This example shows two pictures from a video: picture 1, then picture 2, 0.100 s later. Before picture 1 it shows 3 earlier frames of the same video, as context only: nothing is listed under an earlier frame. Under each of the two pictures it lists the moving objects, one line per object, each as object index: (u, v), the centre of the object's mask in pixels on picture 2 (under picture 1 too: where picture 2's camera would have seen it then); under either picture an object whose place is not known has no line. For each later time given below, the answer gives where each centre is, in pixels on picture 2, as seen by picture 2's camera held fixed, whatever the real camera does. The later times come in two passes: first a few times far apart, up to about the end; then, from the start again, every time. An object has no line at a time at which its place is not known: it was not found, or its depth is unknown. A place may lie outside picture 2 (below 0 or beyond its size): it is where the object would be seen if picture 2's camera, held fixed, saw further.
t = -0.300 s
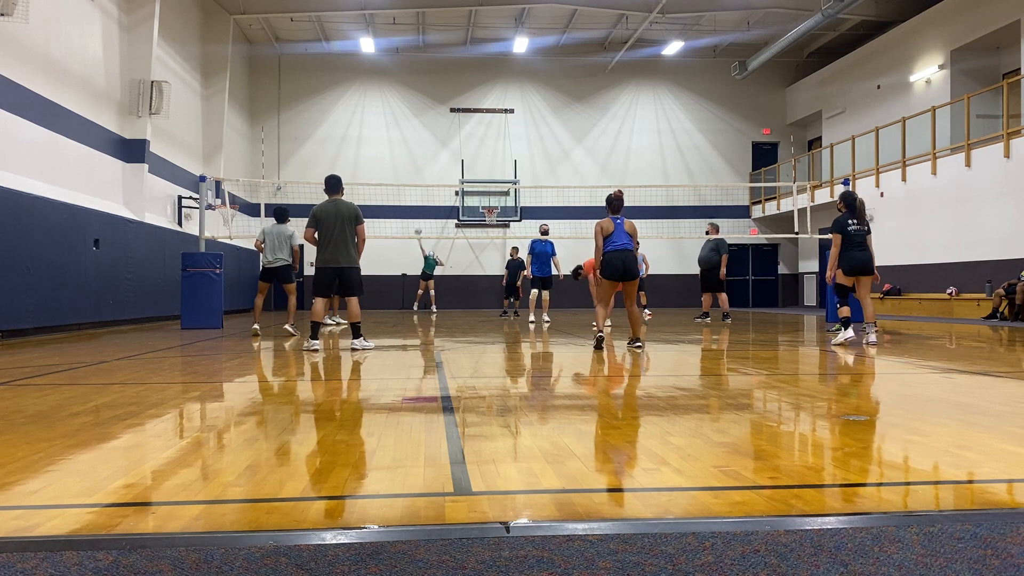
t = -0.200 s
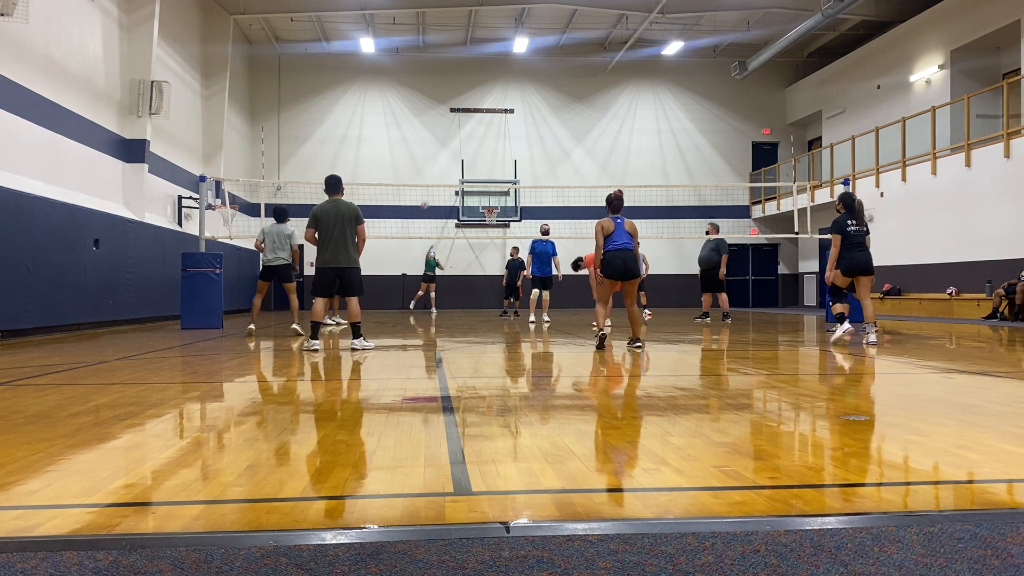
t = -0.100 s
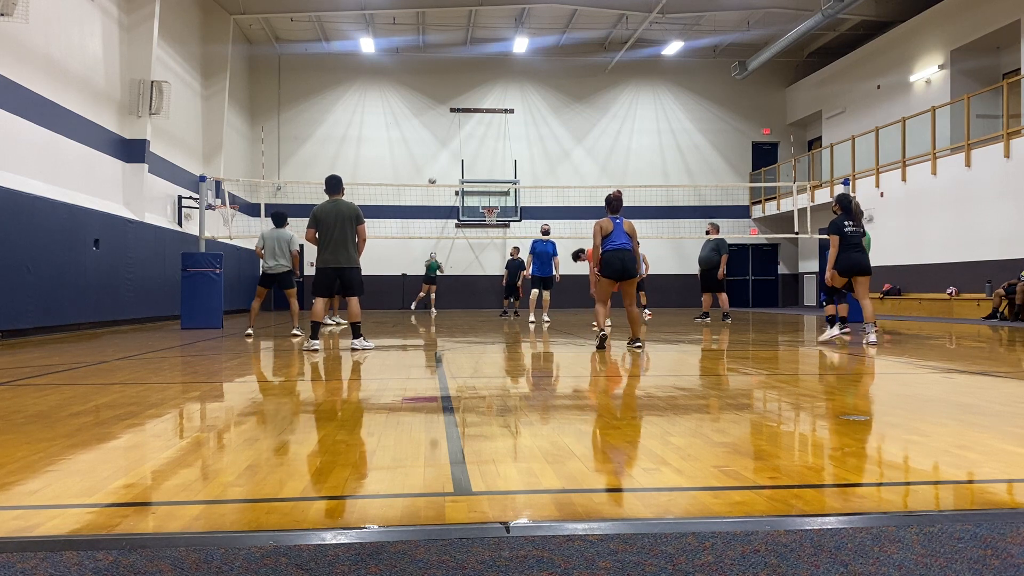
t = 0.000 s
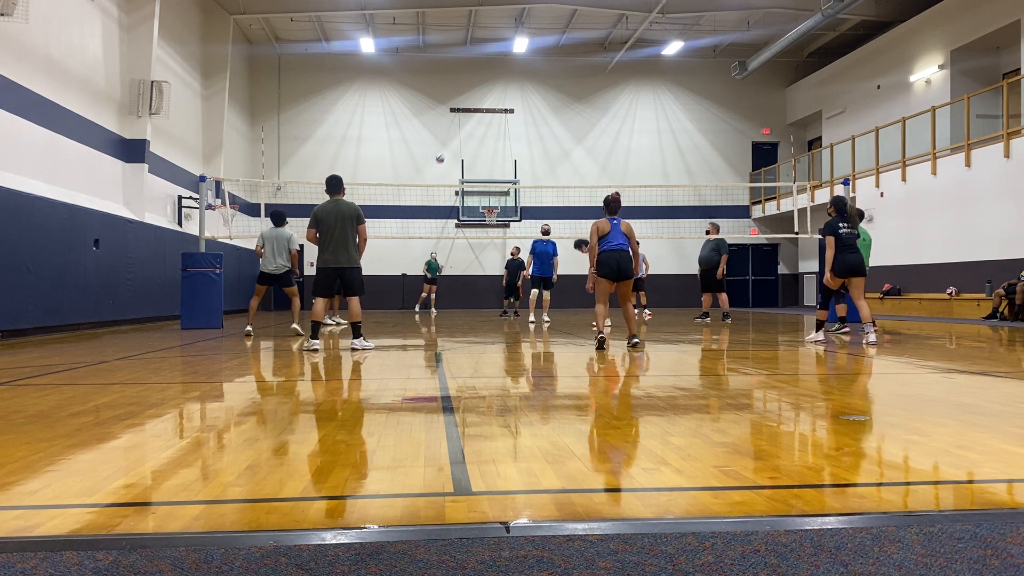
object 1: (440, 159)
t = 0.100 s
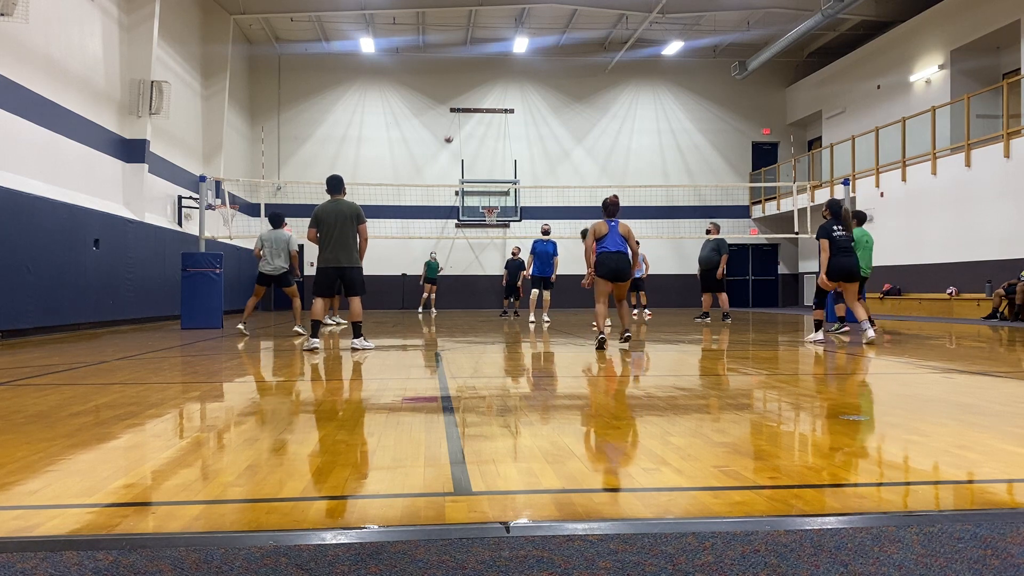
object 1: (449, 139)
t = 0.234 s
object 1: (461, 116)
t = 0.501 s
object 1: (490, 95)
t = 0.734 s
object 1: (523, 108)
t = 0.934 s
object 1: (560, 150)
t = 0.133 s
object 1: (451, 133)
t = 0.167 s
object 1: (455, 127)
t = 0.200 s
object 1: (458, 122)
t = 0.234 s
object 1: (461, 116)
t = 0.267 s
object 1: (464, 112)
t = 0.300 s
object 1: (469, 108)
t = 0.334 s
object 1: (472, 104)
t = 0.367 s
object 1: (475, 101)
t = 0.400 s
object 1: (478, 99)
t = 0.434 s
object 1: (482, 97)
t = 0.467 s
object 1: (486, 96)
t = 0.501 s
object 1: (490, 95)
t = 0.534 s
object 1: (494, 95)
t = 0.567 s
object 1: (498, 96)
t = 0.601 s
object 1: (503, 96)
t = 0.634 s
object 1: (508, 98)
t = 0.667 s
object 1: (513, 101)
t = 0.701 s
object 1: (518, 104)
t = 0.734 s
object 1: (523, 108)
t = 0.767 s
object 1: (529, 112)
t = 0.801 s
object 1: (534, 118)
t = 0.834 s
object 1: (540, 124)
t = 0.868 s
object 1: (546, 132)
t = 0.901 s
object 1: (553, 141)
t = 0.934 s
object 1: (560, 150)
